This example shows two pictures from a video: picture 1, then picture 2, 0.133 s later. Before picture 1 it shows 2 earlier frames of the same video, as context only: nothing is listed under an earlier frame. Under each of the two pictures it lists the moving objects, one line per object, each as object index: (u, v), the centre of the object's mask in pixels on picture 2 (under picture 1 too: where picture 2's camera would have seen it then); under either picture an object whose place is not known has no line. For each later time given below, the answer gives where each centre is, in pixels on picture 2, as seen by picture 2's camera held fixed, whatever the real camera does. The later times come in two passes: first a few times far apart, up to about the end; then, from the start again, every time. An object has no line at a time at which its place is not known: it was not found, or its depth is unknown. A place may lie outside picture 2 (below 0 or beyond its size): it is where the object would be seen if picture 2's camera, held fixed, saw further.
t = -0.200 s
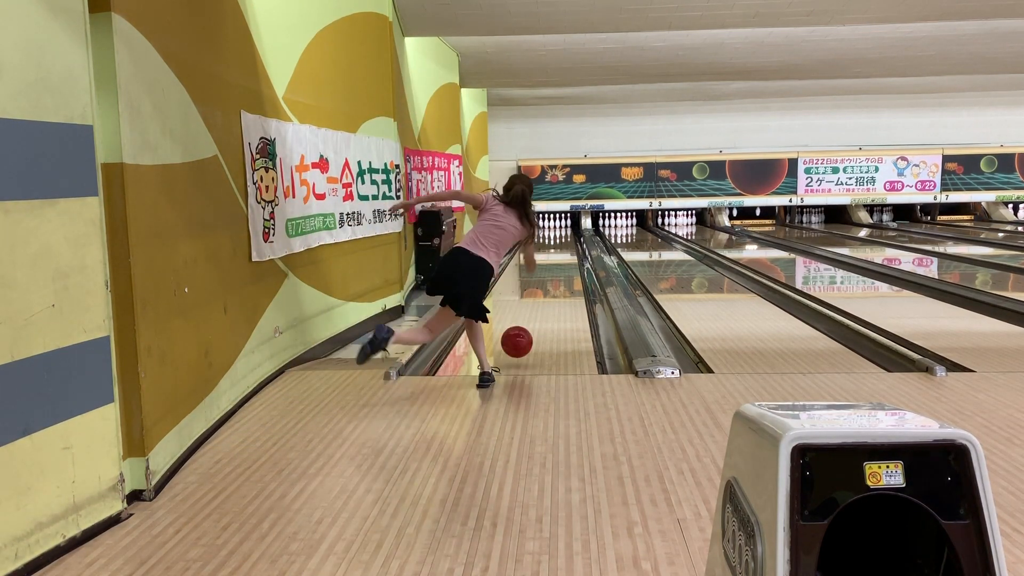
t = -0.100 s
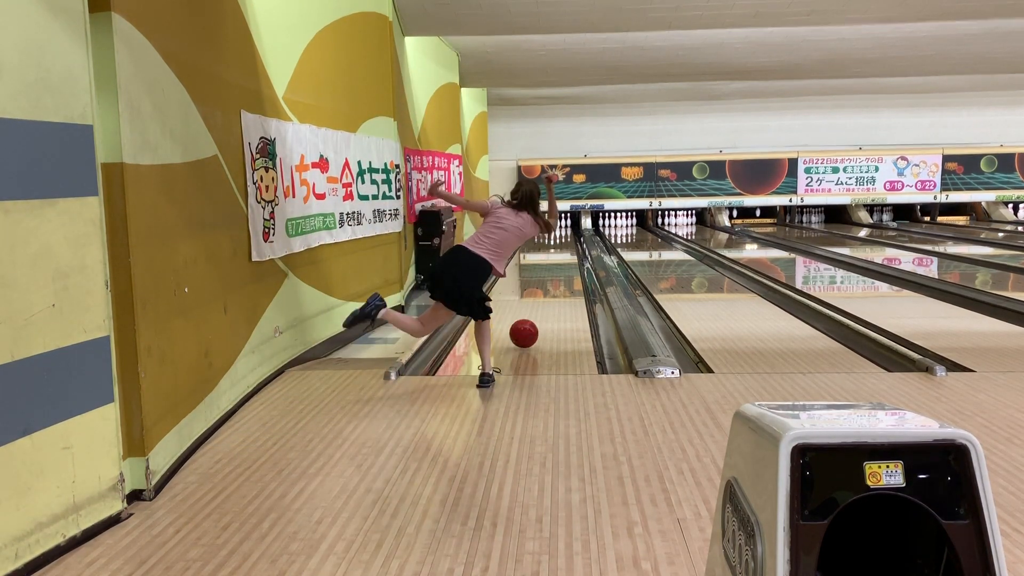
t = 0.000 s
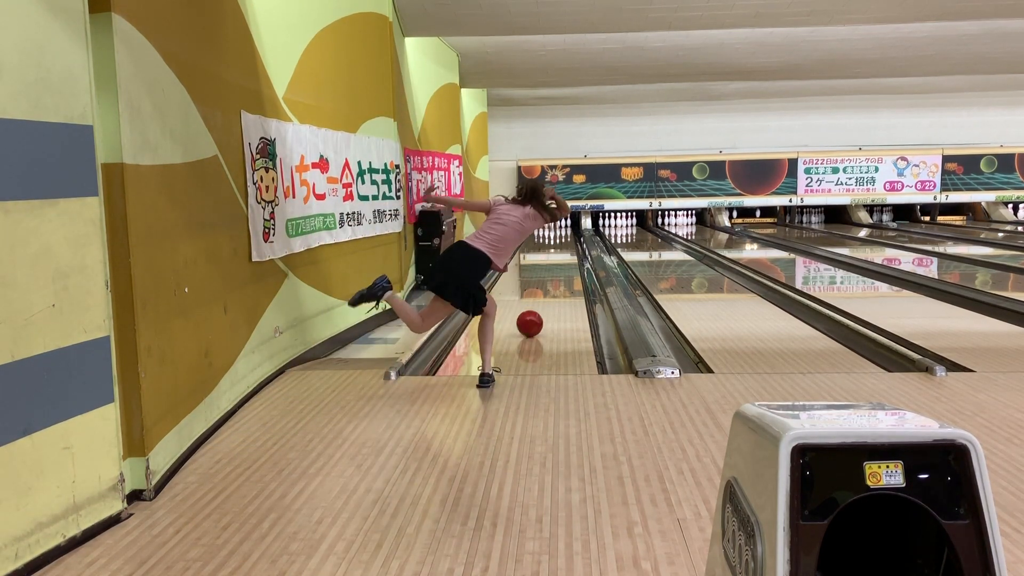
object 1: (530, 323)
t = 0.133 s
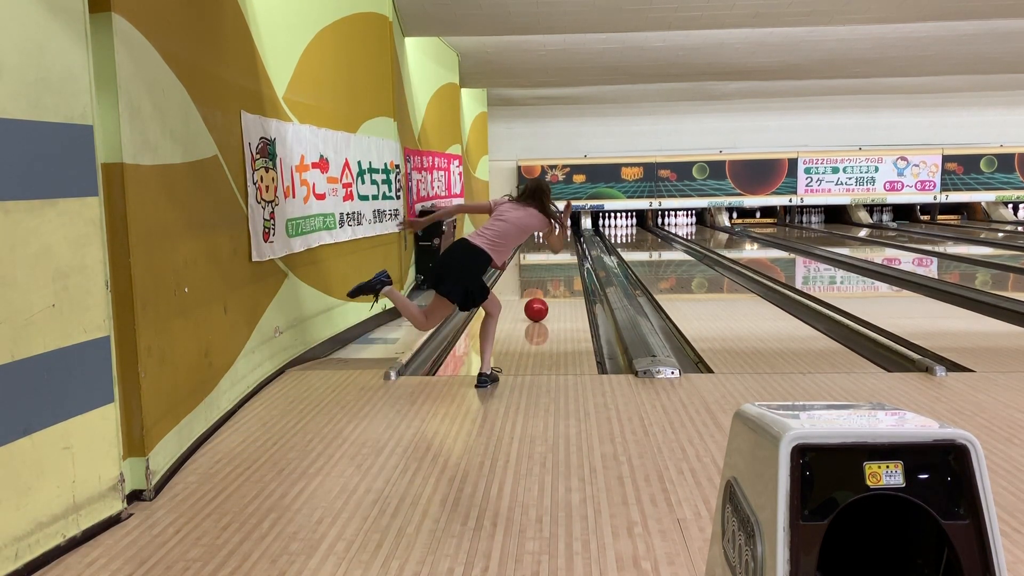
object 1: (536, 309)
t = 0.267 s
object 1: (541, 299)
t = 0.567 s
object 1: (550, 279)
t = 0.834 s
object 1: (555, 267)
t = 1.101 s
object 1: (559, 257)
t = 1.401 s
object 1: (562, 249)
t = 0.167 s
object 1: (537, 306)
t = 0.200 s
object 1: (539, 304)
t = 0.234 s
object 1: (540, 301)
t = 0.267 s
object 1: (541, 299)
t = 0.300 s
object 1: (544, 296)
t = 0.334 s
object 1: (544, 293)
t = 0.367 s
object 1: (544, 291)
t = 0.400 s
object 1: (545, 289)
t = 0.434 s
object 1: (546, 287)
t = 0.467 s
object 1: (547, 285)
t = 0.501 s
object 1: (548, 283)
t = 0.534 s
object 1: (549, 281)
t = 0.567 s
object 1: (550, 279)
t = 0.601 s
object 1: (550, 278)
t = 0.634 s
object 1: (551, 276)
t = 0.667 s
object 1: (552, 274)
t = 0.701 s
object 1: (553, 273)
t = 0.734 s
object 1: (553, 271)
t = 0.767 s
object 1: (554, 270)
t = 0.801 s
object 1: (554, 268)
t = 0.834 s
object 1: (555, 267)
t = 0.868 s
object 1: (556, 266)
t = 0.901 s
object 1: (556, 264)
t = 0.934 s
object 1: (557, 263)
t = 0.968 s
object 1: (558, 262)
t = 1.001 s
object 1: (558, 260)
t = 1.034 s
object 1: (558, 259)
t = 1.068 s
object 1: (559, 258)
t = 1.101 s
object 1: (559, 257)
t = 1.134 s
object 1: (560, 255)
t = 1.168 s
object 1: (562, 254)
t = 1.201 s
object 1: (561, 255)
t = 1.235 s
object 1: (560, 254)
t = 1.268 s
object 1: (561, 253)
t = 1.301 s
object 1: (561, 252)
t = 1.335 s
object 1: (561, 251)
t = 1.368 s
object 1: (561, 250)
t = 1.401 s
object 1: (562, 249)
